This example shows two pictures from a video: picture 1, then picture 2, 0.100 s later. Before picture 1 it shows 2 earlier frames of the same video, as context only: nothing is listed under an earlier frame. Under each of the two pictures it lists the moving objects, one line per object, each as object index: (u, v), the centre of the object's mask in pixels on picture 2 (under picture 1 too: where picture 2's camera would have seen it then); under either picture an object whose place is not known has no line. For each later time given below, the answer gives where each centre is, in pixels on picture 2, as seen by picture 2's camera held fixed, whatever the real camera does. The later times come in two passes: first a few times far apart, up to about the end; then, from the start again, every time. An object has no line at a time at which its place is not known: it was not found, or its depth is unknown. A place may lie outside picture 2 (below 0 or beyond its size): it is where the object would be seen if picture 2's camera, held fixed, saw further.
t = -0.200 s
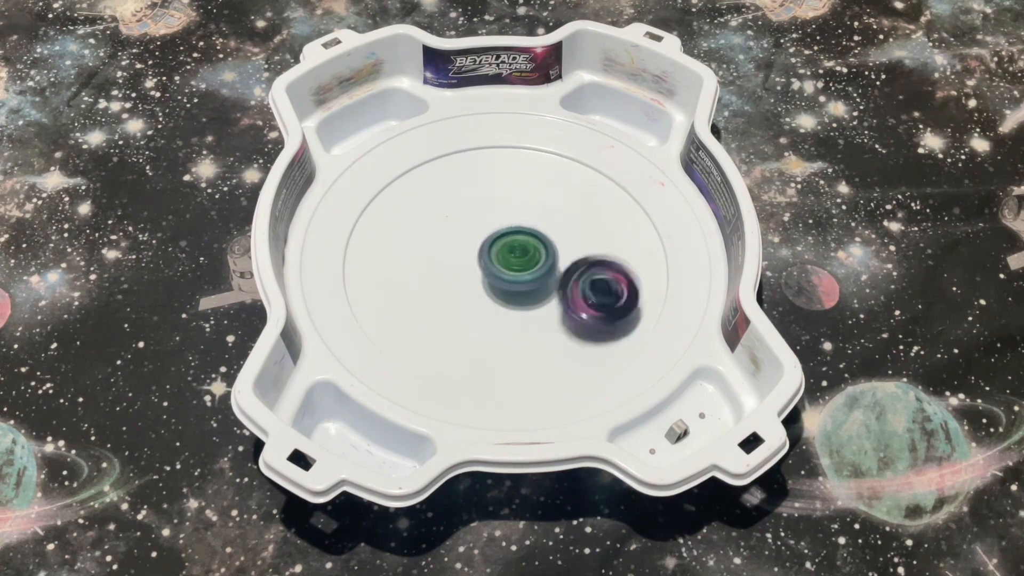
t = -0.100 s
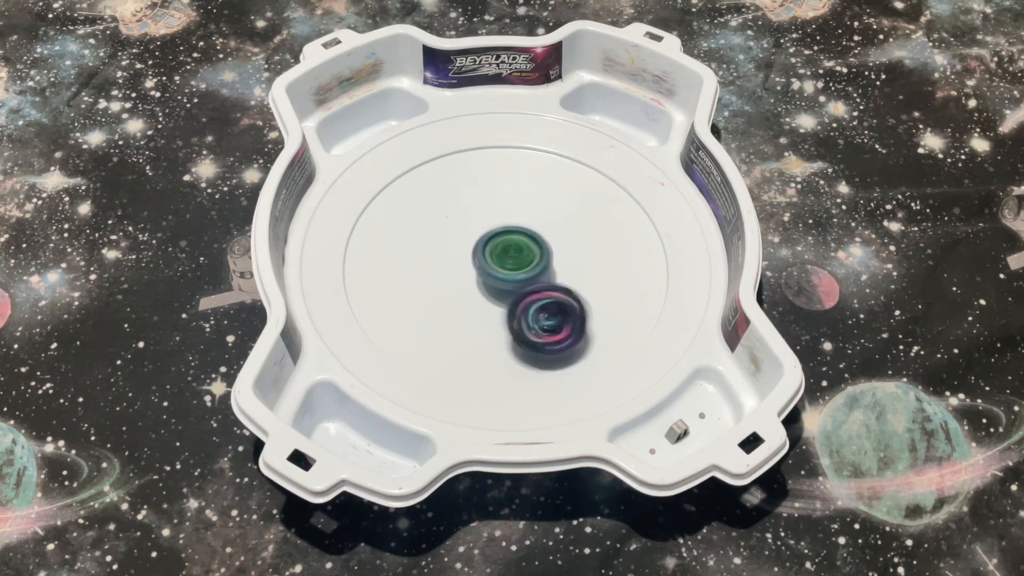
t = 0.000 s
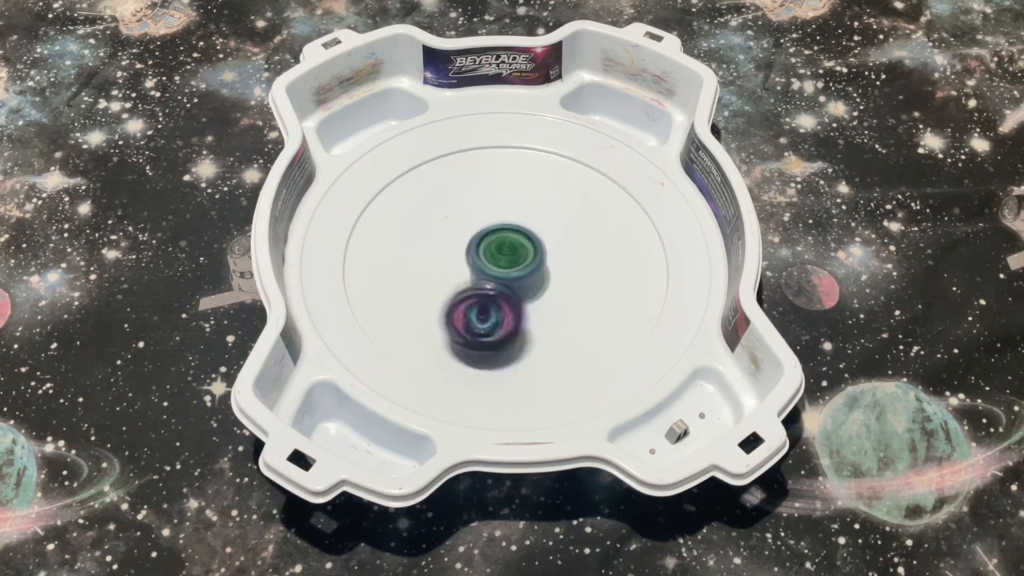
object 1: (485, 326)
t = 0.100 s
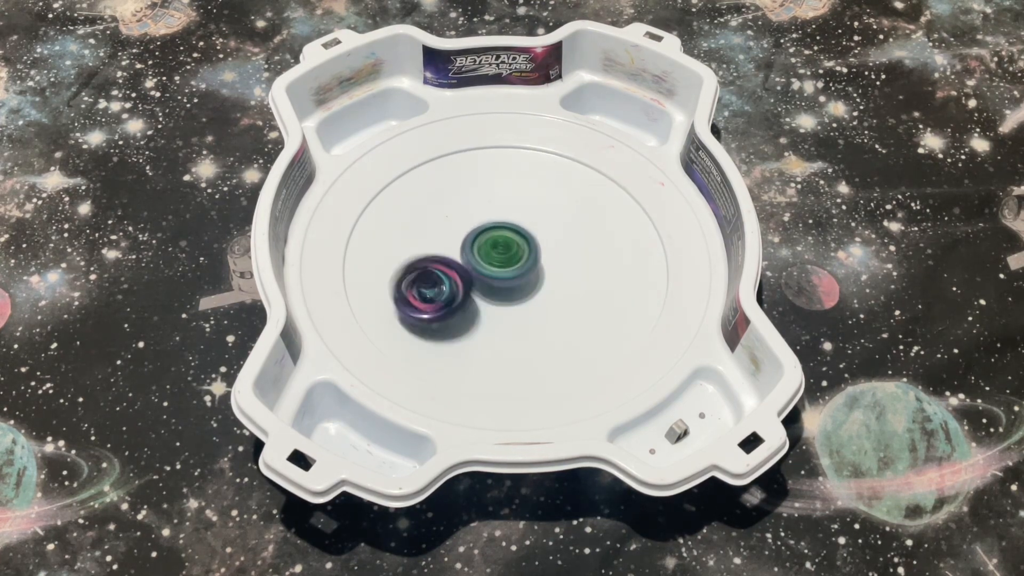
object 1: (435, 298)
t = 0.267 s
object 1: (423, 226)
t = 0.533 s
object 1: (547, 184)
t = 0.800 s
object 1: (616, 277)
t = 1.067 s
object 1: (485, 324)
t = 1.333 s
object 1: (431, 223)
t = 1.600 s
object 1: (549, 184)
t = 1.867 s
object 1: (607, 280)
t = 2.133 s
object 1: (481, 324)
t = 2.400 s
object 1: (426, 229)
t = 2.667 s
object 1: (538, 176)
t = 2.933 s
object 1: (615, 254)
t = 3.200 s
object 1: (507, 325)
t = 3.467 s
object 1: (422, 247)
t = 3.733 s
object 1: (522, 185)
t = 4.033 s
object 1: (614, 266)
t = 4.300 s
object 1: (501, 322)
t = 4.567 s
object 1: (428, 236)
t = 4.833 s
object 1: (530, 182)
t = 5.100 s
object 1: (616, 252)
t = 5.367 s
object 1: (539, 335)
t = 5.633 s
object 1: (440, 285)
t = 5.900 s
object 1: (465, 191)
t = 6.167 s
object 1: (568, 181)
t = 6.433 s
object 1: (606, 235)
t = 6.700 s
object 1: (576, 282)
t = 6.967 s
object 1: (562, 308)
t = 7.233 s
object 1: (527, 297)
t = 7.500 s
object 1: (493, 314)
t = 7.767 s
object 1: (479, 280)
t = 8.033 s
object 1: (440, 260)
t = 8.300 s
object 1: (460, 245)
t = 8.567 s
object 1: (466, 232)
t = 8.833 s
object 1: (469, 230)
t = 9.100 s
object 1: (475, 241)
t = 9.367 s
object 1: (491, 250)
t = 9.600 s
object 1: (489, 245)
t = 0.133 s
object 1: (425, 285)
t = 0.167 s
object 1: (419, 270)
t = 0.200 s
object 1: (416, 255)
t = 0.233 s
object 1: (417, 240)
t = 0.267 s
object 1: (423, 226)
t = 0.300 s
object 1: (431, 213)
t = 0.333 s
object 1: (443, 201)
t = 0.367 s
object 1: (456, 191)
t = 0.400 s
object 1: (473, 183)
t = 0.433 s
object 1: (492, 179)
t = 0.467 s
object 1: (511, 178)
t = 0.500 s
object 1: (530, 180)
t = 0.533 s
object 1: (547, 184)
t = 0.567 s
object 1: (564, 190)
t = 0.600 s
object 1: (580, 198)
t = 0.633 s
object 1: (594, 208)
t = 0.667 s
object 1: (605, 220)
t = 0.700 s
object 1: (612, 232)
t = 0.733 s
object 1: (618, 247)
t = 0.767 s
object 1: (619, 262)
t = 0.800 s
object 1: (616, 277)
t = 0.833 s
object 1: (608, 292)
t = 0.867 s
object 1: (597, 304)
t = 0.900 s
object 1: (583, 315)
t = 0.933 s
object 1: (565, 323)
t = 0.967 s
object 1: (545, 328)
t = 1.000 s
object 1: (525, 330)
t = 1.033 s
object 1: (505, 328)
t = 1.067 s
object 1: (485, 324)
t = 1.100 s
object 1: (468, 316)
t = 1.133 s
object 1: (452, 305)
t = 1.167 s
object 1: (440, 294)
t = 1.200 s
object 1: (432, 280)
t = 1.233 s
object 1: (426, 266)
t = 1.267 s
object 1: (424, 251)
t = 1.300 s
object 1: (426, 237)
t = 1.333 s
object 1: (431, 223)
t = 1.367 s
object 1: (439, 210)
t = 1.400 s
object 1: (450, 198)
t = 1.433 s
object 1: (464, 190)
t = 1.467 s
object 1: (481, 183)
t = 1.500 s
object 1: (496, 179)
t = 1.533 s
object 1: (514, 178)
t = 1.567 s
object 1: (533, 179)
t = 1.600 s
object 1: (549, 184)
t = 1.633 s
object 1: (565, 191)
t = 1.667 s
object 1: (579, 199)
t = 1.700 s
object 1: (591, 211)
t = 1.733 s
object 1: (601, 223)
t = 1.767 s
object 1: (606, 237)
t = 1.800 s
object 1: (610, 251)
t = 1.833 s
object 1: (610, 265)
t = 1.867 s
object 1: (607, 280)
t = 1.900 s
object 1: (599, 295)
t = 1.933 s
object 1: (588, 306)
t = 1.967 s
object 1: (573, 317)
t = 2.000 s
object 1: (558, 325)
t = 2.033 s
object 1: (538, 330)
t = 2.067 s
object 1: (519, 332)
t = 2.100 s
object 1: (499, 329)
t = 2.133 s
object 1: (481, 324)
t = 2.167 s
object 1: (464, 317)
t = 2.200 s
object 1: (450, 305)
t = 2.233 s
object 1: (439, 295)
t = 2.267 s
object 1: (431, 283)
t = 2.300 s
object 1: (424, 269)
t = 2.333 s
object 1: (422, 256)
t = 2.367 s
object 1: (424, 241)
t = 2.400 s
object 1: (426, 229)
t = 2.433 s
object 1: (434, 217)
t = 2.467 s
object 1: (443, 205)
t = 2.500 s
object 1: (454, 196)
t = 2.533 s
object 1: (468, 186)
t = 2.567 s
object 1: (485, 180)
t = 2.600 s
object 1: (502, 176)
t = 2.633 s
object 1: (522, 175)
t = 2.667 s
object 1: (538, 176)
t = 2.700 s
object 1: (554, 180)
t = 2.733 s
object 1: (570, 186)
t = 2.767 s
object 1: (583, 193)
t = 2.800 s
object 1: (596, 202)
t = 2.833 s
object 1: (606, 213)
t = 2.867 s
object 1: (612, 227)
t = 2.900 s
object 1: (616, 241)
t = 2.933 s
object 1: (615, 254)
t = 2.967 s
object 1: (611, 269)
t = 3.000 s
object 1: (604, 283)
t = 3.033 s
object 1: (593, 295)
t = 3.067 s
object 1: (579, 306)
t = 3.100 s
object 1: (564, 314)
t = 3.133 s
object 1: (546, 322)
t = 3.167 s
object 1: (527, 325)
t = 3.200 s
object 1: (507, 325)
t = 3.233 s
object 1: (488, 323)
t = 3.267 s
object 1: (471, 318)
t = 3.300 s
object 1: (454, 310)
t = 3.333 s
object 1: (440, 300)
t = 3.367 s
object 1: (430, 288)
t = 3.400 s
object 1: (423, 275)
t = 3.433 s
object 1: (420, 261)
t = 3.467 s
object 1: (422, 247)
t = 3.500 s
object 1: (426, 234)
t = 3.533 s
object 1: (434, 222)
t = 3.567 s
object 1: (445, 211)
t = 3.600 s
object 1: (458, 203)
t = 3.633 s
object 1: (472, 196)
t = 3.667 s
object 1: (488, 189)
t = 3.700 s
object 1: (505, 187)
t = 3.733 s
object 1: (522, 185)
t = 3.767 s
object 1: (539, 187)
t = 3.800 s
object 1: (556, 191)
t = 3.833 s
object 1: (572, 197)
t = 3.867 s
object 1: (585, 205)
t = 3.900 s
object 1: (597, 214)
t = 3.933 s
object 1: (607, 226)
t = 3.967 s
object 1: (613, 239)
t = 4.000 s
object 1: (616, 253)
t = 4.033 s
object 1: (614, 266)
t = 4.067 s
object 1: (610, 280)
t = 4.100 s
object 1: (601, 293)
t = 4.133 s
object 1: (588, 303)
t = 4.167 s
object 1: (574, 312)
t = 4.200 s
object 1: (557, 319)
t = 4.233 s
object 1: (538, 322)
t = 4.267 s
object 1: (520, 324)
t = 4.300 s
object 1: (501, 322)
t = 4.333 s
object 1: (482, 317)
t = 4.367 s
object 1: (466, 309)
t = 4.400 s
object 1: (454, 300)
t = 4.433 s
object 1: (441, 289)
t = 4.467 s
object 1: (433, 276)
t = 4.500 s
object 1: (428, 263)
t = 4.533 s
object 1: (426, 250)
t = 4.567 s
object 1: (428, 236)
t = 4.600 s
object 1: (433, 223)
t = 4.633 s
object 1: (440, 212)
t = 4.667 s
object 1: (450, 201)
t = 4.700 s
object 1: (463, 192)
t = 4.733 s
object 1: (478, 185)
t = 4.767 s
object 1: (495, 181)
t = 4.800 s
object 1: (513, 180)
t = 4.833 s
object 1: (530, 182)
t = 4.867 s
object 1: (548, 187)
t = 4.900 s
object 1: (561, 193)
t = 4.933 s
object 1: (575, 199)
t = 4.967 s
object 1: (590, 208)
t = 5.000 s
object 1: (600, 216)
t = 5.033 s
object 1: (609, 227)
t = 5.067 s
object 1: (615, 240)
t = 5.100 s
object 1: (616, 252)
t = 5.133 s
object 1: (615, 266)
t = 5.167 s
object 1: (611, 279)
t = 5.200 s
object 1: (602, 291)
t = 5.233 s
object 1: (590, 302)
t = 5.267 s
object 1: (579, 312)
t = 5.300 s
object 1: (569, 321)
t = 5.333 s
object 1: (554, 329)
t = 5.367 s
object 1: (539, 335)
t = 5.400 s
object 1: (522, 339)
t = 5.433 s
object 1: (506, 339)
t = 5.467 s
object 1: (489, 335)
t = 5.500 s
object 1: (474, 330)
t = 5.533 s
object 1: (462, 320)
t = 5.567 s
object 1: (452, 309)
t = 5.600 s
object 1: (445, 298)
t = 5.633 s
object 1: (440, 285)
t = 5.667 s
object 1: (437, 273)
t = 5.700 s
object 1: (436, 259)
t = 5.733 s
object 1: (435, 246)
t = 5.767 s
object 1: (436, 233)
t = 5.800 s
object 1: (440, 221)
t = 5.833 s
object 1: (445, 209)
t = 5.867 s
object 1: (454, 199)
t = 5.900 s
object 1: (465, 191)
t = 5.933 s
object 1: (477, 185)
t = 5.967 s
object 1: (490, 180)
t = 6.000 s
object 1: (505, 177)
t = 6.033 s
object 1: (519, 176)
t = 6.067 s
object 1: (533, 176)
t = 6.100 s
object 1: (546, 177)
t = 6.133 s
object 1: (557, 178)
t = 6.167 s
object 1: (568, 181)
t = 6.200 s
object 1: (576, 185)
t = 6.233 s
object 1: (583, 190)
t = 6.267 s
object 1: (590, 197)
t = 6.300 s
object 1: (594, 205)
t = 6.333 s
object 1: (598, 214)
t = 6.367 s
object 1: (600, 222)
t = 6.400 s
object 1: (602, 230)
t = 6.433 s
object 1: (606, 235)
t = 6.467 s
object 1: (609, 242)
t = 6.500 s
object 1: (608, 248)
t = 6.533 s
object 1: (607, 255)
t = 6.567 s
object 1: (603, 261)
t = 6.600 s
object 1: (598, 267)
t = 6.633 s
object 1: (590, 273)
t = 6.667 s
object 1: (583, 278)
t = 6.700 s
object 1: (576, 282)
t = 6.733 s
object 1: (571, 287)
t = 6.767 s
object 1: (569, 292)
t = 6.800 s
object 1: (570, 297)
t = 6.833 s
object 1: (569, 302)
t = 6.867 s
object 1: (571, 304)
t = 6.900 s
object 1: (569, 306)
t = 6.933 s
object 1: (566, 306)
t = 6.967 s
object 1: (562, 308)
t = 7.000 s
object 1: (558, 308)
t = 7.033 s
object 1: (555, 305)
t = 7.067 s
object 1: (548, 303)
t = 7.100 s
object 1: (543, 300)
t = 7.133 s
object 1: (538, 296)
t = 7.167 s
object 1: (535, 295)
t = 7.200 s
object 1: (530, 295)
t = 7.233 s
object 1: (527, 297)
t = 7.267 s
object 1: (521, 303)
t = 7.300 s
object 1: (515, 308)
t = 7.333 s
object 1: (512, 313)
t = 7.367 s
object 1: (509, 315)
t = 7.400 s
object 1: (503, 318)
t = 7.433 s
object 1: (498, 318)
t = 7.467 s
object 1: (493, 317)
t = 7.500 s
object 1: (493, 314)
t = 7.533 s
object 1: (491, 311)
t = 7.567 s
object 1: (490, 306)
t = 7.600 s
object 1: (487, 292)
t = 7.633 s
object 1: (491, 293)
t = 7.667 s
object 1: (487, 291)
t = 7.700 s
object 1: (485, 288)
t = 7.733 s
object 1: (484, 283)
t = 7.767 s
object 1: (479, 280)
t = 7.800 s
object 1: (476, 277)
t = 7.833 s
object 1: (473, 273)
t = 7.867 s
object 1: (465, 272)
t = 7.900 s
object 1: (458, 269)
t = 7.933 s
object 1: (451, 267)
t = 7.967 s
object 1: (445, 265)
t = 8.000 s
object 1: (441, 263)
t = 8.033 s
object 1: (440, 260)
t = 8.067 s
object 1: (438, 258)
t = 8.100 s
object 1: (438, 257)
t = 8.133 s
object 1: (439, 256)
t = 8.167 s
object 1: (441, 253)
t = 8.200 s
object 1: (444, 251)
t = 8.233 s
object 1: (451, 249)
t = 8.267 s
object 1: (456, 247)
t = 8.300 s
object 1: (460, 245)
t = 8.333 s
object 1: (460, 241)
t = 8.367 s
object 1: (461, 239)
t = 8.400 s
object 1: (462, 237)
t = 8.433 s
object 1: (464, 235)
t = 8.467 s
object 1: (467, 235)
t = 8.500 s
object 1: (469, 235)
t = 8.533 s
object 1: (468, 234)
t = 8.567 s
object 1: (466, 232)
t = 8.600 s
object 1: (467, 231)
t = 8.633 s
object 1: (466, 229)
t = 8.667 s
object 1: (467, 229)
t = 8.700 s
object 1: (467, 229)
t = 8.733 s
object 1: (467, 229)
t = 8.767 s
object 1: (466, 229)
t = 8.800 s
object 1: (466, 229)
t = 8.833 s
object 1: (469, 230)
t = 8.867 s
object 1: (473, 230)
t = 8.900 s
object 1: (478, 231)
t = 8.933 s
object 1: (478, 233)
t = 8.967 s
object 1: (477, 236)
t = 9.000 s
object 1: (479, 238)
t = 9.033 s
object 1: (479, 239)
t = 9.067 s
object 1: (478, 240)
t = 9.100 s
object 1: (475, 241)
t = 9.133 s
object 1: (475, 243)
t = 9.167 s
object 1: (478, 244)
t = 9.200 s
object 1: (481, 245)
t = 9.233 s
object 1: (486, 247)
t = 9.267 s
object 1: (488, 248)
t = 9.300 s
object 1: (487, 249)
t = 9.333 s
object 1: (490, 251)
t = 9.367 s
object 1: (491, 250)
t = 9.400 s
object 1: (490, 249)
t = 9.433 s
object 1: (489, 248)
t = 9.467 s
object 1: (488, 247)
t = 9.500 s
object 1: (486, 246)
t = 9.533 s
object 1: (488, 247)
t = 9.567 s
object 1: (489, 246)
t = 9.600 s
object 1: (489, 245)
